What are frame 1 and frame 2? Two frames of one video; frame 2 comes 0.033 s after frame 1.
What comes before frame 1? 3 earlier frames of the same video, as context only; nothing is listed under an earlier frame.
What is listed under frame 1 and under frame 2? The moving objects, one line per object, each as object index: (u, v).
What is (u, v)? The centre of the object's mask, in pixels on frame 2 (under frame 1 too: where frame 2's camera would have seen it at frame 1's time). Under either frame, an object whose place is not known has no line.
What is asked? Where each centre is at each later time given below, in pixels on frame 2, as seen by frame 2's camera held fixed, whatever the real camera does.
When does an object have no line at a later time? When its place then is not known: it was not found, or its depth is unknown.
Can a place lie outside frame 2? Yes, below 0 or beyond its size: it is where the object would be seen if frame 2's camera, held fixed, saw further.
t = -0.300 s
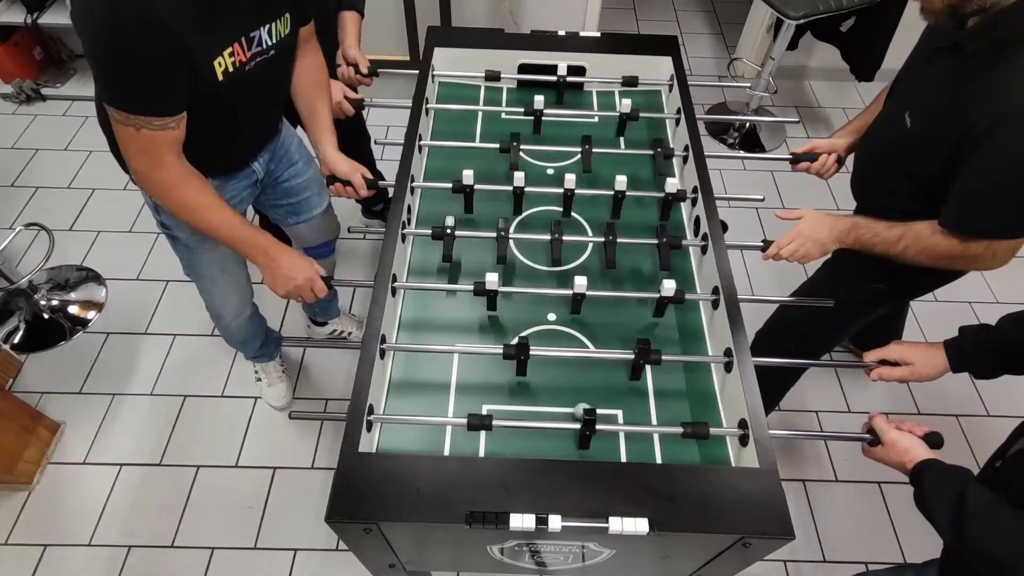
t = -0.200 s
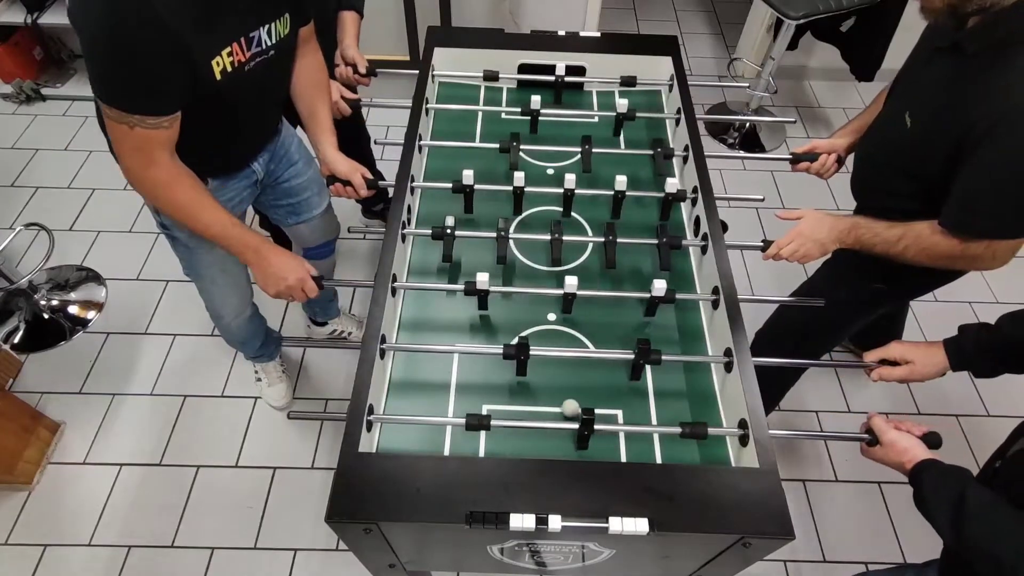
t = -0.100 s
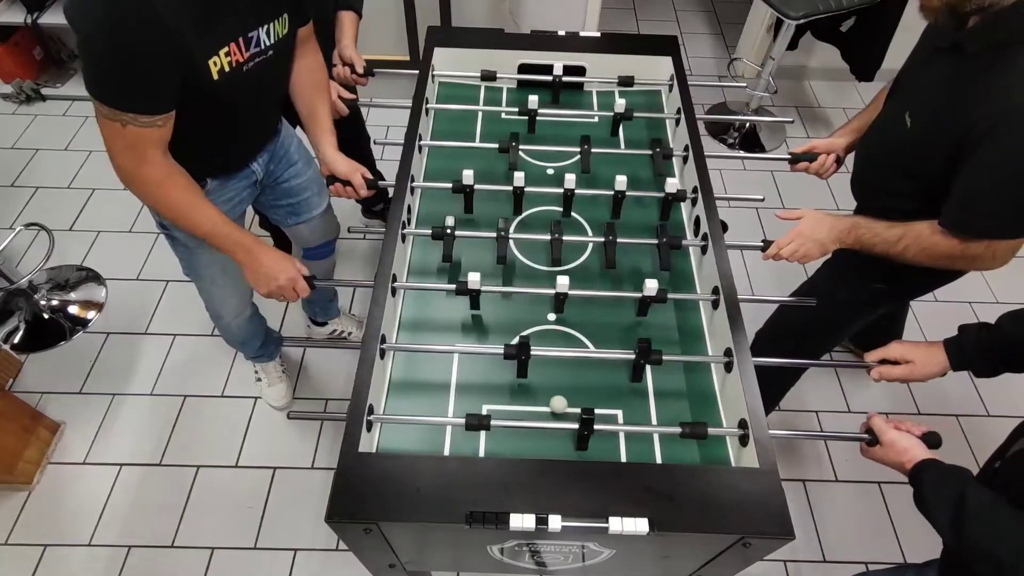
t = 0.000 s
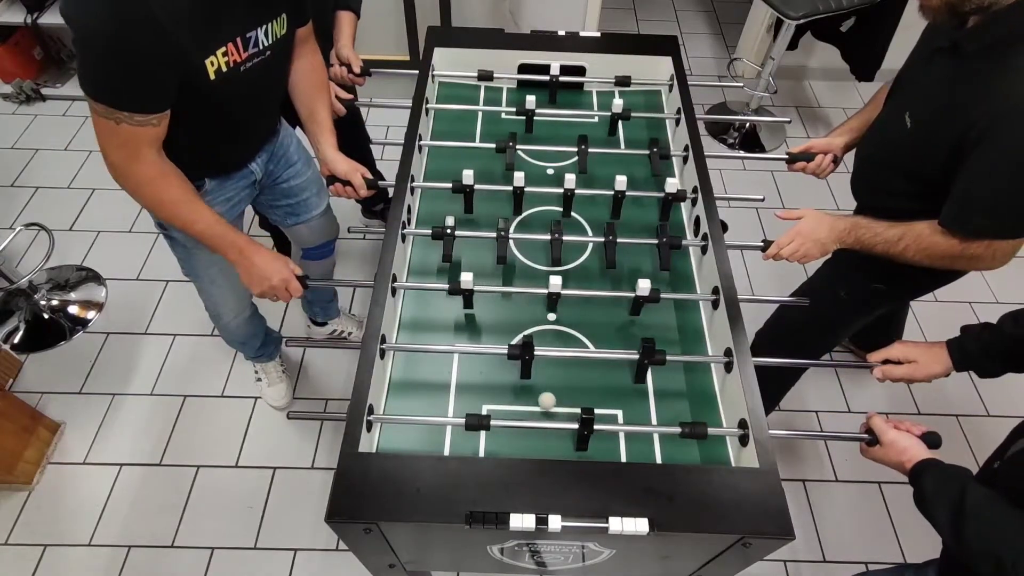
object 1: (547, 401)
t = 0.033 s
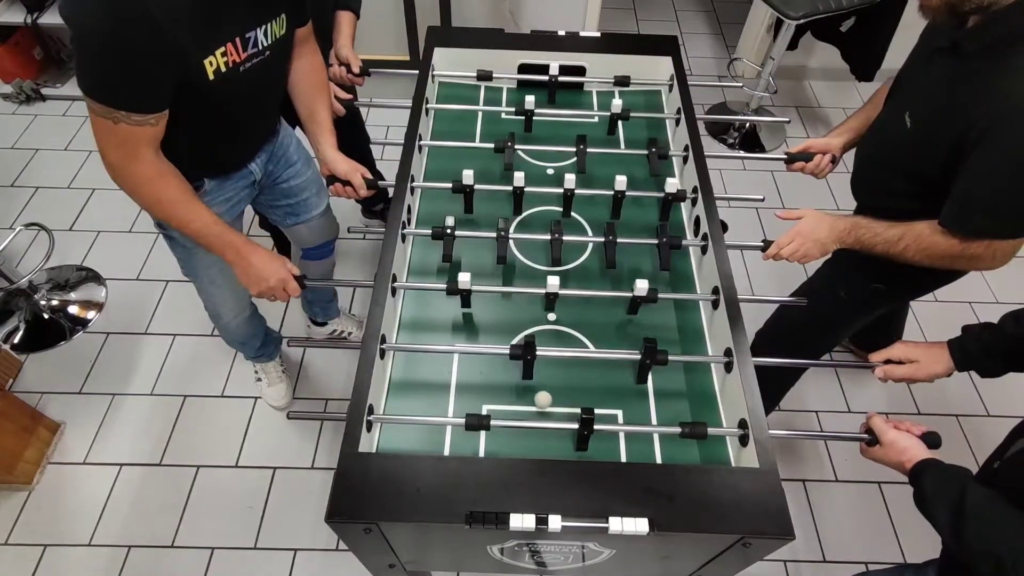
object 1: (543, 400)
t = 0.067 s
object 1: (539, 399)
